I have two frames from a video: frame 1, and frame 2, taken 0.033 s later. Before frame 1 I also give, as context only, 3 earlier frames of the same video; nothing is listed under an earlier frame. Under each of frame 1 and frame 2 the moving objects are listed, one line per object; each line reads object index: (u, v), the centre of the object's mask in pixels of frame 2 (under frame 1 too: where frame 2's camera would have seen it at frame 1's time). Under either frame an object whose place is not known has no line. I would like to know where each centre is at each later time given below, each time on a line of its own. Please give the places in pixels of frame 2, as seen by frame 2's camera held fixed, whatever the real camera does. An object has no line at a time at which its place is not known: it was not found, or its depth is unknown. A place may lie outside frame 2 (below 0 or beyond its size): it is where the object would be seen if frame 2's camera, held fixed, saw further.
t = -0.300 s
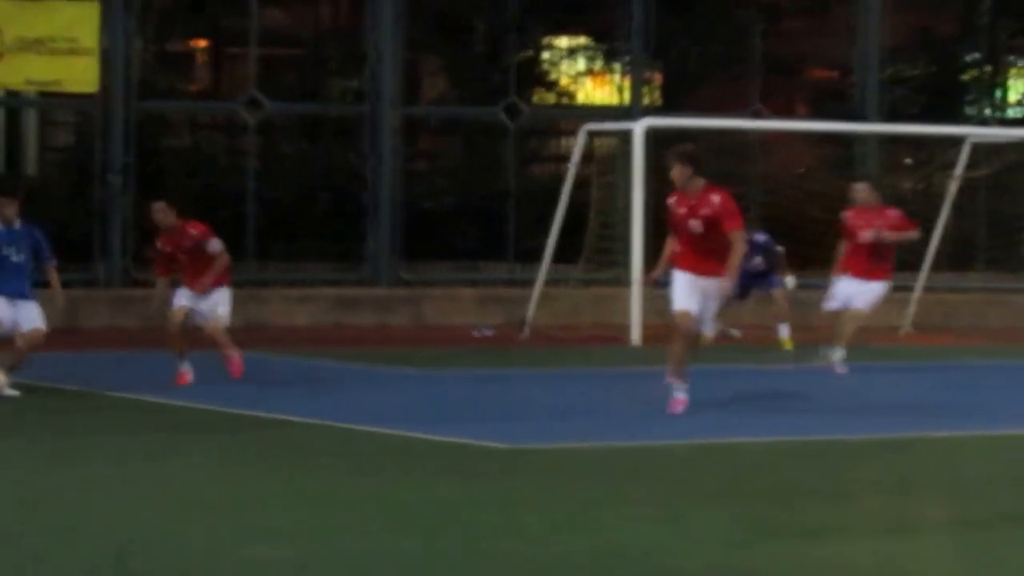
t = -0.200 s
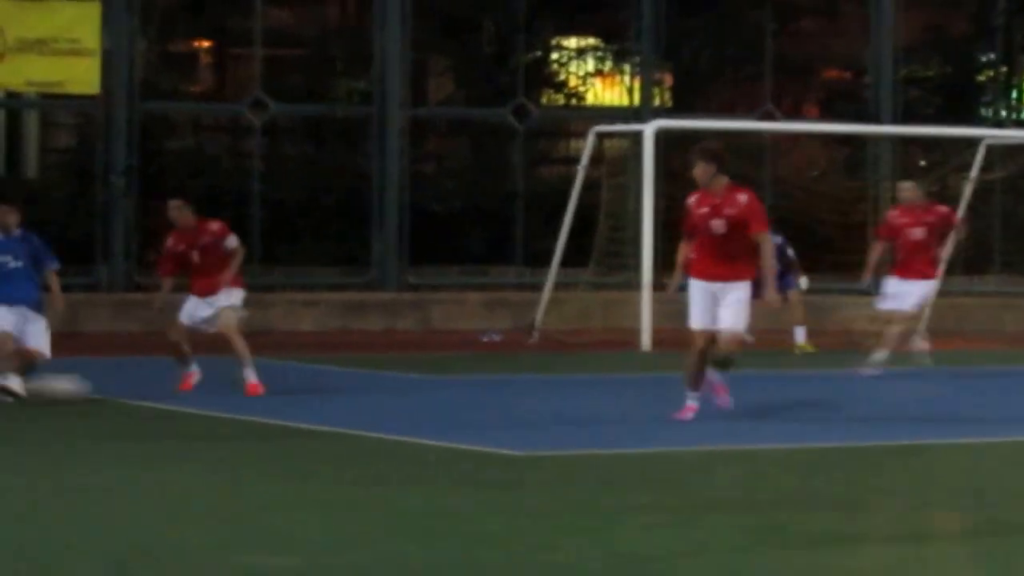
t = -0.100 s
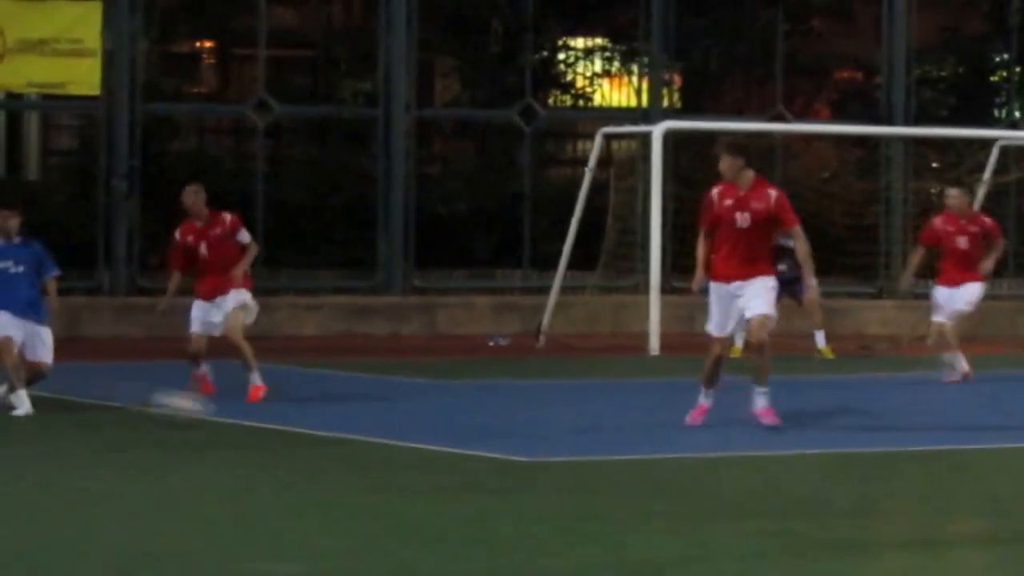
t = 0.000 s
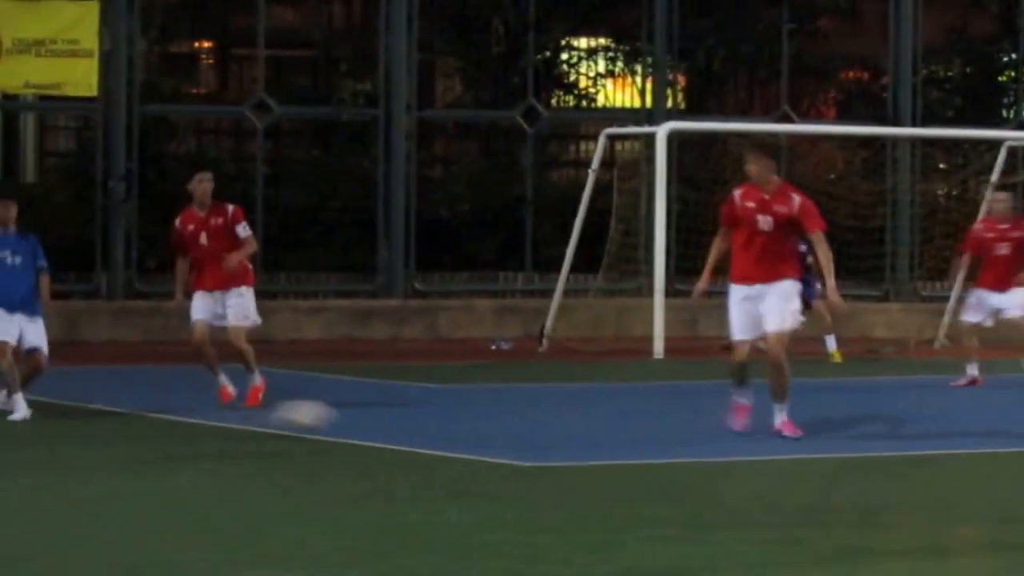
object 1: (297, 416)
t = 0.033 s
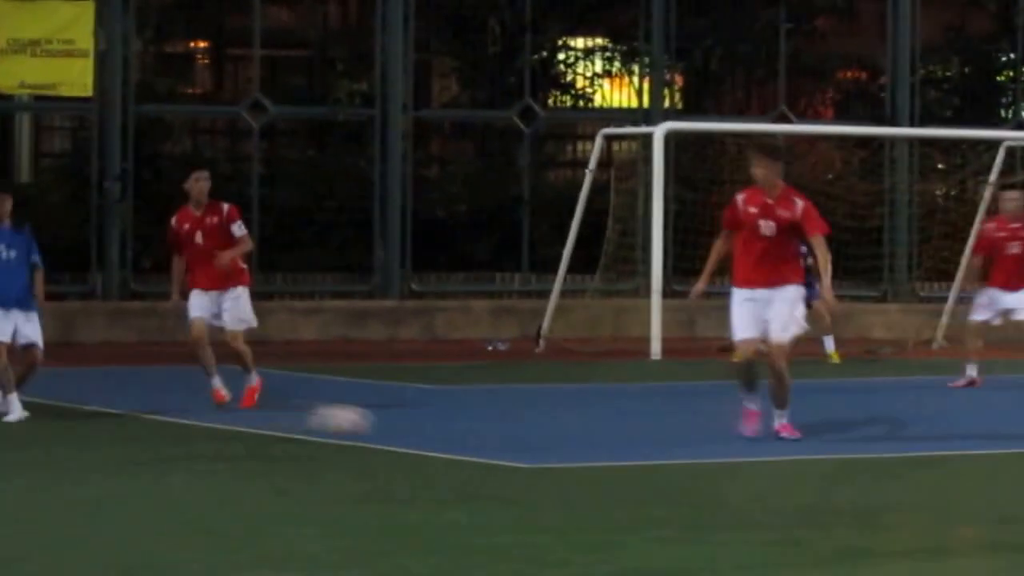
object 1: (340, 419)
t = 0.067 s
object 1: (384, 424)
